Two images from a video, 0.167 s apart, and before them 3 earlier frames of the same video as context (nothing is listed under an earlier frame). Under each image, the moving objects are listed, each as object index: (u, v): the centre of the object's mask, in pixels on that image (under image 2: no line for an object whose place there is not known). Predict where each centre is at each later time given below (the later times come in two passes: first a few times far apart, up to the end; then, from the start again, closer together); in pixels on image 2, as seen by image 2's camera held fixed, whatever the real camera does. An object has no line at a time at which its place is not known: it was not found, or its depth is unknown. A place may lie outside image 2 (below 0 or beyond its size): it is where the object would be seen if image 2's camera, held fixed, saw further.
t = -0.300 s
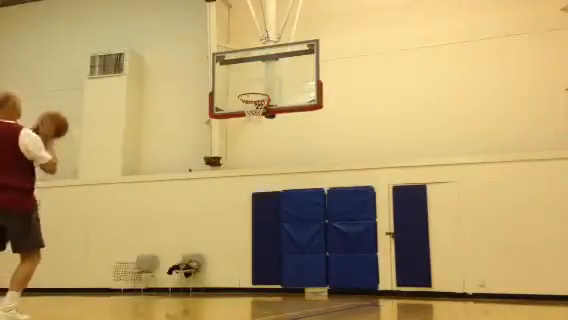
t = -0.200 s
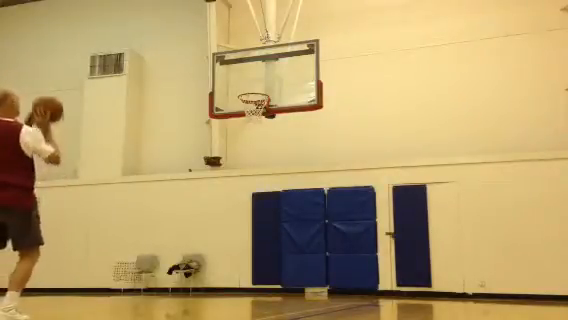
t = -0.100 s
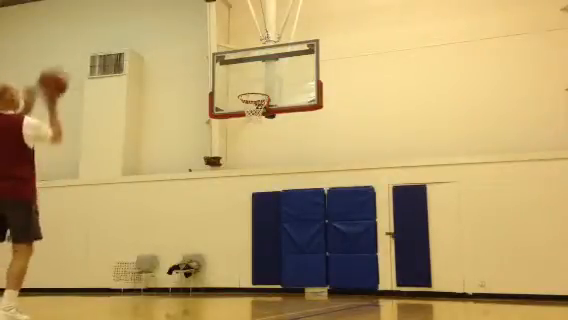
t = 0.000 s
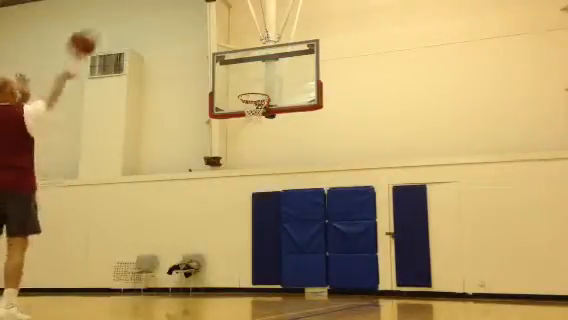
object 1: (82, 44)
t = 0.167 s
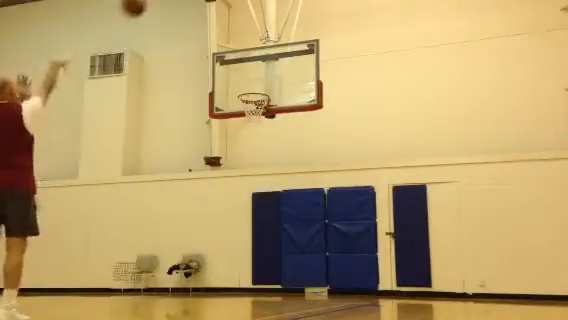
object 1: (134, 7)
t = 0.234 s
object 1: (150, 4)
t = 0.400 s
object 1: (185, 3)
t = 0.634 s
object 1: (225, 28)
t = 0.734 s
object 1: (238, 49)
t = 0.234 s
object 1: (150, 4)
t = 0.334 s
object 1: (173, 2)
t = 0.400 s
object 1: (185, 3)
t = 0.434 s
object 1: (192, 4)
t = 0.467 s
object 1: (197, 5)
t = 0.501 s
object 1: (203, 7)
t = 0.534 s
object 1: (208, 10)
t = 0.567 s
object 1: (214, 16)
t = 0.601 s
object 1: (220, 22)
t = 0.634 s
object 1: (225, 28)
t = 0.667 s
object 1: (230, 35)
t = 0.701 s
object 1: (234, 41)
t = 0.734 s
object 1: (238, 49)
